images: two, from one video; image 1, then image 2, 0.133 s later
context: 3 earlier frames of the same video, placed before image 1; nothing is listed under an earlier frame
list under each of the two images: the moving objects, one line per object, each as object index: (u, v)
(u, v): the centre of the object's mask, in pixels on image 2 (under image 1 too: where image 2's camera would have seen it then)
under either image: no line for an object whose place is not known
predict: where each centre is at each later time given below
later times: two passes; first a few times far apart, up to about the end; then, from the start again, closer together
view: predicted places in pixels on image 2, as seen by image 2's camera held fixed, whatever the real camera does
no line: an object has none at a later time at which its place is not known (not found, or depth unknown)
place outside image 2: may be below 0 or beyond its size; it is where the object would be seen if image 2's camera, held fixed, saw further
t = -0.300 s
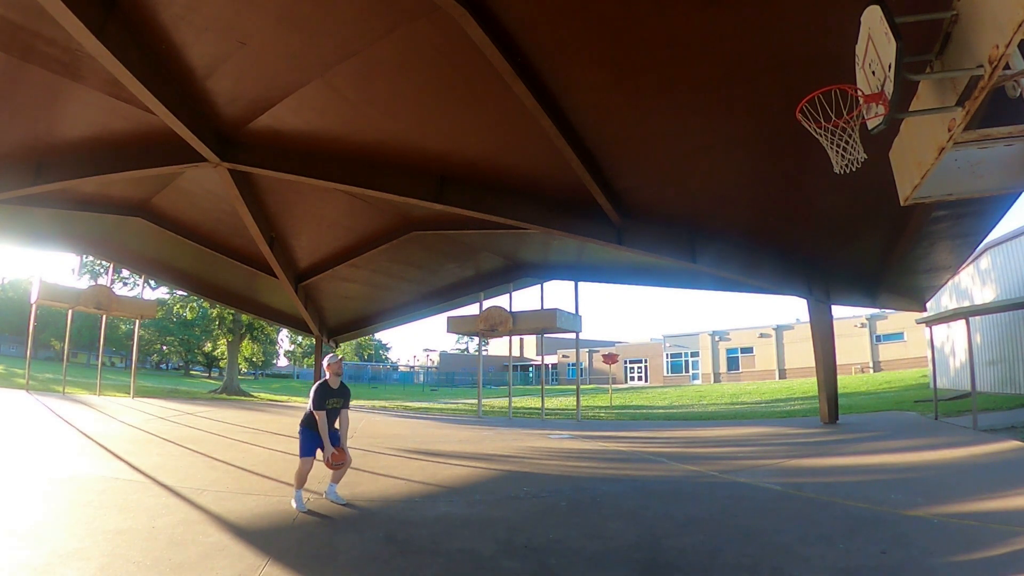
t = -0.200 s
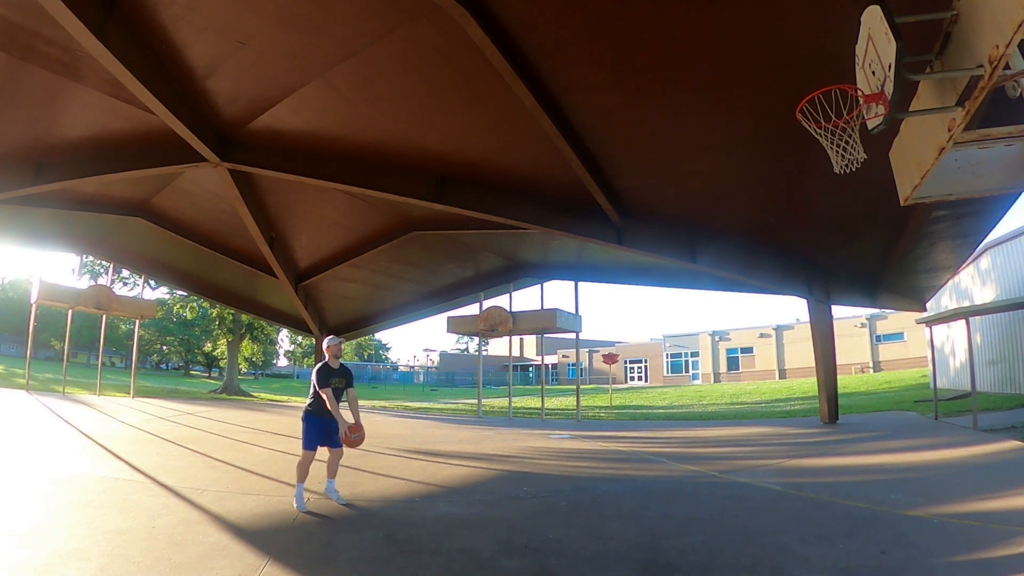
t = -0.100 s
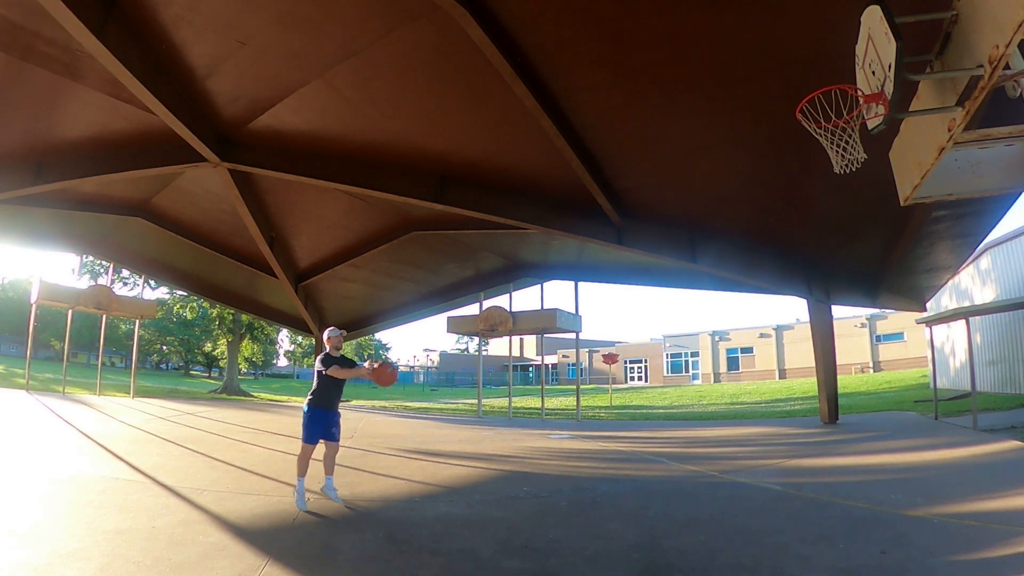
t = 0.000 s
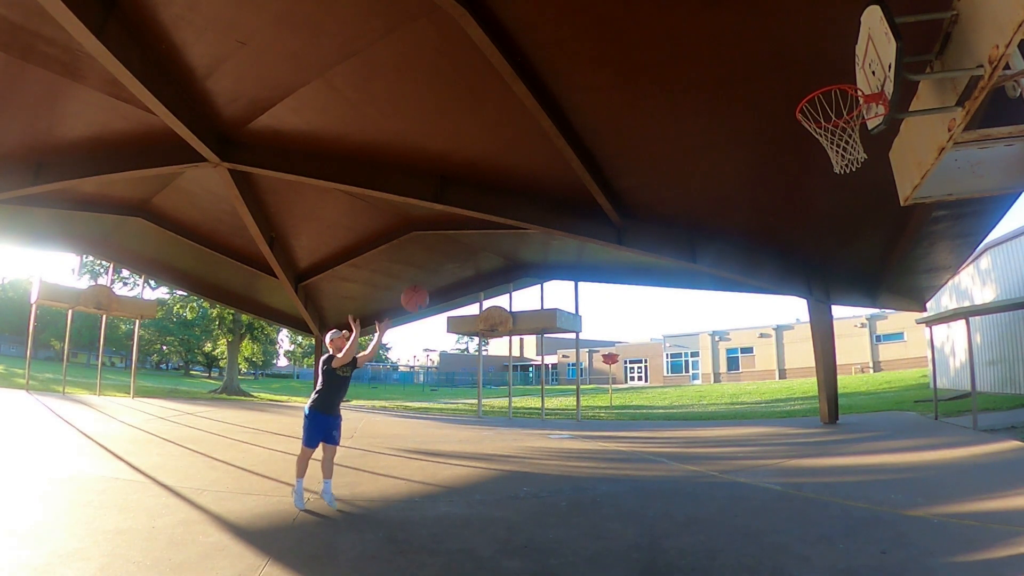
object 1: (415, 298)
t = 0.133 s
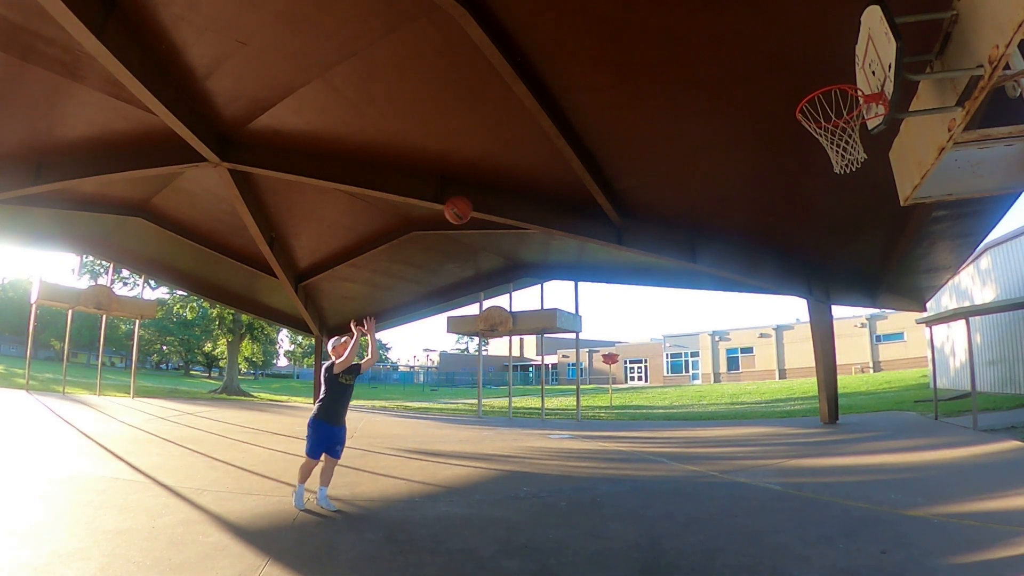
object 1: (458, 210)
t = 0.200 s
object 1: (480, 174)
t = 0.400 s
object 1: (546, 89)
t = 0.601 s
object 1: (615, 44)
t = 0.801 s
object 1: (694, 36)
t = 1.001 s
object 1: (791, 73)
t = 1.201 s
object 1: (873, 134)
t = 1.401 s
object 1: (898, 195)
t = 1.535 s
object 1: (920, 273)
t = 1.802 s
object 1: (947, 522)
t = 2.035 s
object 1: (927, 424)
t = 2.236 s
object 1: (896, 328)
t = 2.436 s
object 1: (867, 297)
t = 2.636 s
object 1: (845, 329)
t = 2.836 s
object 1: (825, 420)
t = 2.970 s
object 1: (807, 512)
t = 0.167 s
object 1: (469, 191)
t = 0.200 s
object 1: (480, 174)
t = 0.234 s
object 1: (491, 156)
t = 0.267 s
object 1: (502, 141)
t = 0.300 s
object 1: (513, 126)
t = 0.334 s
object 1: (524, 113)
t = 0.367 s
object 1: (535, 100)
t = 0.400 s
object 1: (546, 89)
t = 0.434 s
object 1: (557, 79)
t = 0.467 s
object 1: (569, 70)
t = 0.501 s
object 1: (580, 62)
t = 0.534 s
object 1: (592, 55)
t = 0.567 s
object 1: (604, 49)
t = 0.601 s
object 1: (615, 44)
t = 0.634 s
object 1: (627, 40)
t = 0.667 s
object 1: (639, 37)
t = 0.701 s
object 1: (652, 35)
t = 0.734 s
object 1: (665, 34)
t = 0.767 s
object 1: (679, 34)
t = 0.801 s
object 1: (694, 36)
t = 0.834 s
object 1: (708, 38)
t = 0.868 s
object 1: (724, 42)
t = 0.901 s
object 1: (739, 47)
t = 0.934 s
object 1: (757, 54)
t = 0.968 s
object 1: (773, 62)
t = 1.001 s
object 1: (791, 73)
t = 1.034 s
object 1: (809, 82)
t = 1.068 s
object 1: (831, 101)
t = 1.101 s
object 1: (850, 114)
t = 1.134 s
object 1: (863, 124)
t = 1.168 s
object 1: (872, 133)
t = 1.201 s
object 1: (873, 134)
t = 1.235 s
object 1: (876, 139)
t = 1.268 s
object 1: (880, 147)
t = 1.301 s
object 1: (883, 156)
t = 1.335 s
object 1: (888, 167)
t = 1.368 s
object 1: (892, 180)
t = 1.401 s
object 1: (898, 195)
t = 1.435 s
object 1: (904, 212)
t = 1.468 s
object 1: (909, 229)
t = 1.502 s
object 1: (914, 250)
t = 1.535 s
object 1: (920, 273)
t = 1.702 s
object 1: (943, 418)
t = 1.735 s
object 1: (945, 451)
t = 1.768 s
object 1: (947, 487)
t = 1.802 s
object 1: (947, 522)
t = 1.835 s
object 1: (946, 558)
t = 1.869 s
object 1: (944, 552)
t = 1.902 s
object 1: (942, 524)
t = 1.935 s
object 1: (939, 498)
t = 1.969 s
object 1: (936, 471)
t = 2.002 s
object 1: (932, 446)
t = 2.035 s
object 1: (927, 424)
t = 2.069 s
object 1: (923, 404)
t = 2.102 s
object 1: (918, 384)
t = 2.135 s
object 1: (913, 367)
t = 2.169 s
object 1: (907, 352)
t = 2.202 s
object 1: (901, 339)
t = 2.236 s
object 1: (896, 328)
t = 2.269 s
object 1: (891, 317)
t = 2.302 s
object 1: (886, 310)
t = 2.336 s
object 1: (881, 304)
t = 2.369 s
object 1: (876, 300)
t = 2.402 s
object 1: (872, 297)
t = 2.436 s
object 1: (867, 297)
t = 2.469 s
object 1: (863, 298)
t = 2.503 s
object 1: (859, 300)
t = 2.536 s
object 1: (855, 305)
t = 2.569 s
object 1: (852, 311)
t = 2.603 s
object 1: (849, 319)
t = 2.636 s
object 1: (845, 329)
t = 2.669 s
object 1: (842, 340)
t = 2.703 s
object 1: (840, 353)
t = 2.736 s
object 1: (836, 367)
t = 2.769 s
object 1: (833, 384)
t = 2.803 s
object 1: (829, 403)
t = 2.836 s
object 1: (825, 420)
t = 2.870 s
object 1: (822, 442)
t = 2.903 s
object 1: (817, 464)
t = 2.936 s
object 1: (812, 488)
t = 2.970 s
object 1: (807, 512)
